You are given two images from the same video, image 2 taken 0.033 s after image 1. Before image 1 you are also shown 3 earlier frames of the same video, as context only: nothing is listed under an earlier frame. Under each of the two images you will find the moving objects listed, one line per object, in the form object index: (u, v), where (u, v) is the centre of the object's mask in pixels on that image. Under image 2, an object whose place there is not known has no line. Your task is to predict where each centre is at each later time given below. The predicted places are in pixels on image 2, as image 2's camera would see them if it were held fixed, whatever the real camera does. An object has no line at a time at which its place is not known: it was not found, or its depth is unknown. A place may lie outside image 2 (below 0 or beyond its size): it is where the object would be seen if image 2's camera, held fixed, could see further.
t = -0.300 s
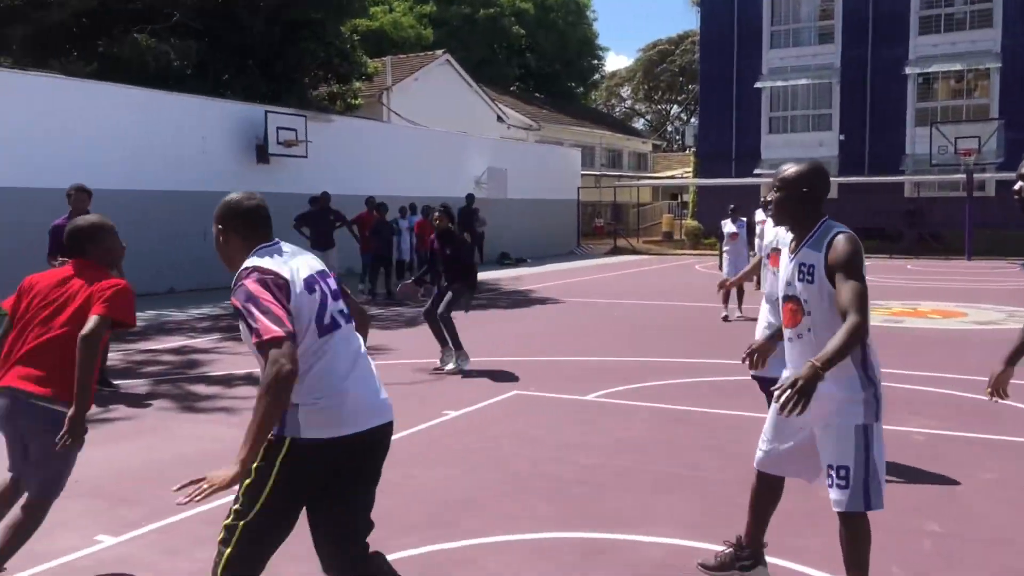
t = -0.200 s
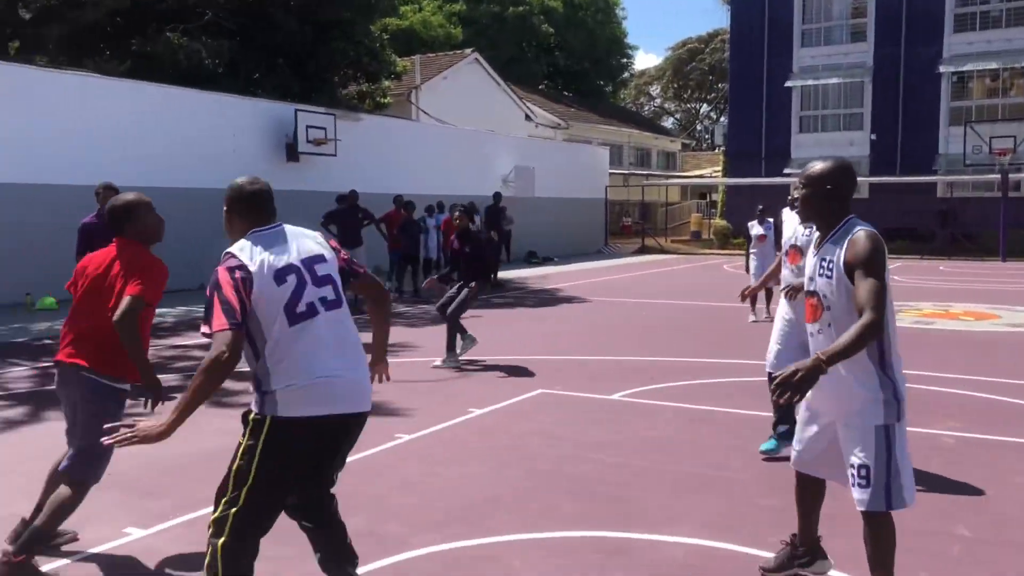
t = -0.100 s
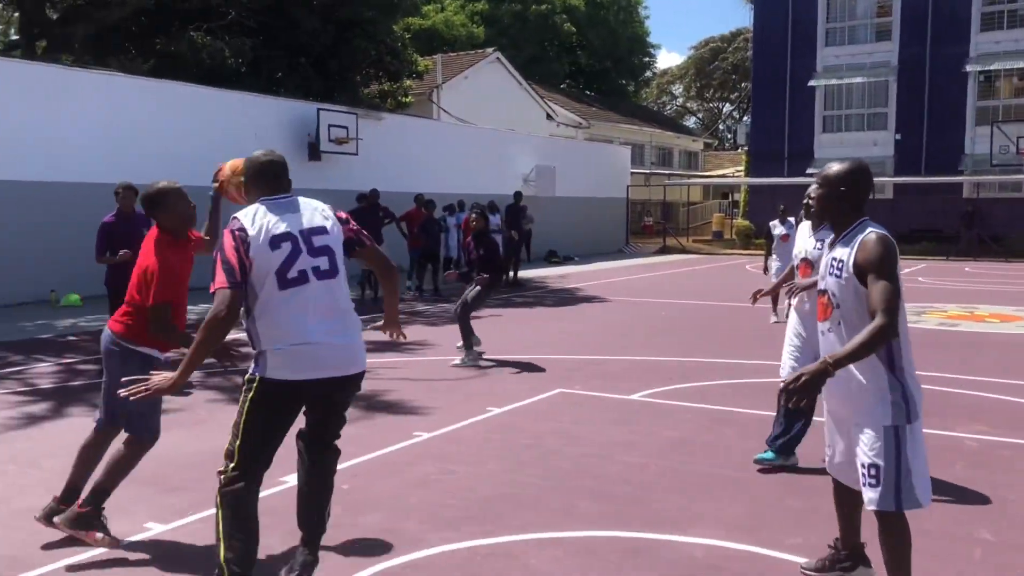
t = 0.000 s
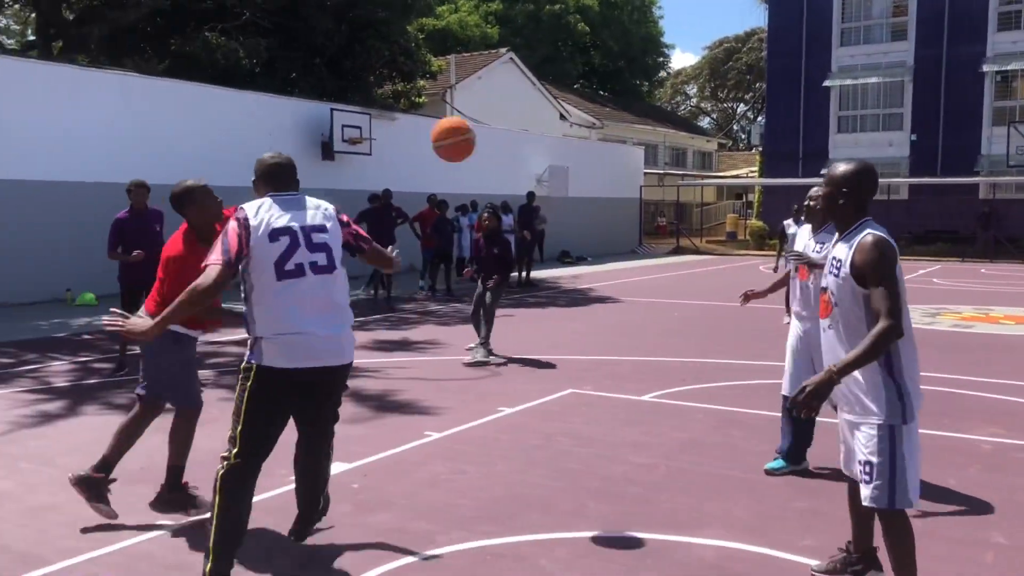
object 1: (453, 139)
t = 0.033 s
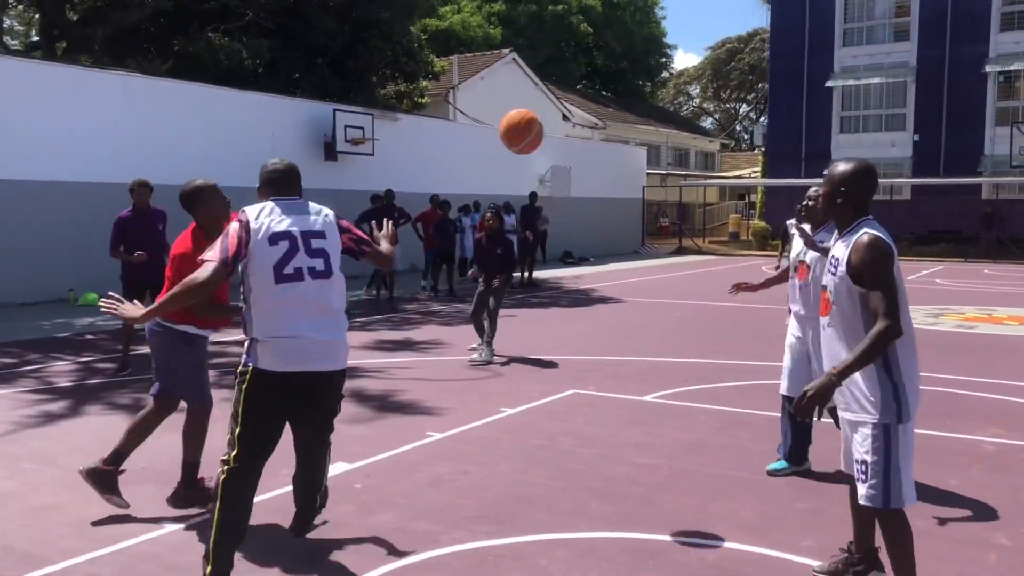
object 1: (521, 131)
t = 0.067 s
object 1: (585, 125)
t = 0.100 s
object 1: (648, 120)
